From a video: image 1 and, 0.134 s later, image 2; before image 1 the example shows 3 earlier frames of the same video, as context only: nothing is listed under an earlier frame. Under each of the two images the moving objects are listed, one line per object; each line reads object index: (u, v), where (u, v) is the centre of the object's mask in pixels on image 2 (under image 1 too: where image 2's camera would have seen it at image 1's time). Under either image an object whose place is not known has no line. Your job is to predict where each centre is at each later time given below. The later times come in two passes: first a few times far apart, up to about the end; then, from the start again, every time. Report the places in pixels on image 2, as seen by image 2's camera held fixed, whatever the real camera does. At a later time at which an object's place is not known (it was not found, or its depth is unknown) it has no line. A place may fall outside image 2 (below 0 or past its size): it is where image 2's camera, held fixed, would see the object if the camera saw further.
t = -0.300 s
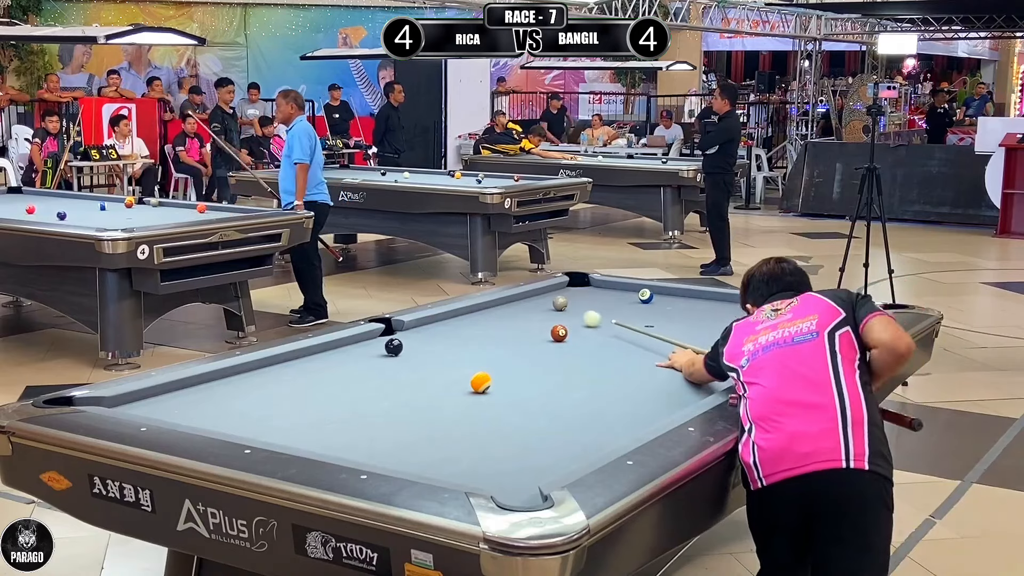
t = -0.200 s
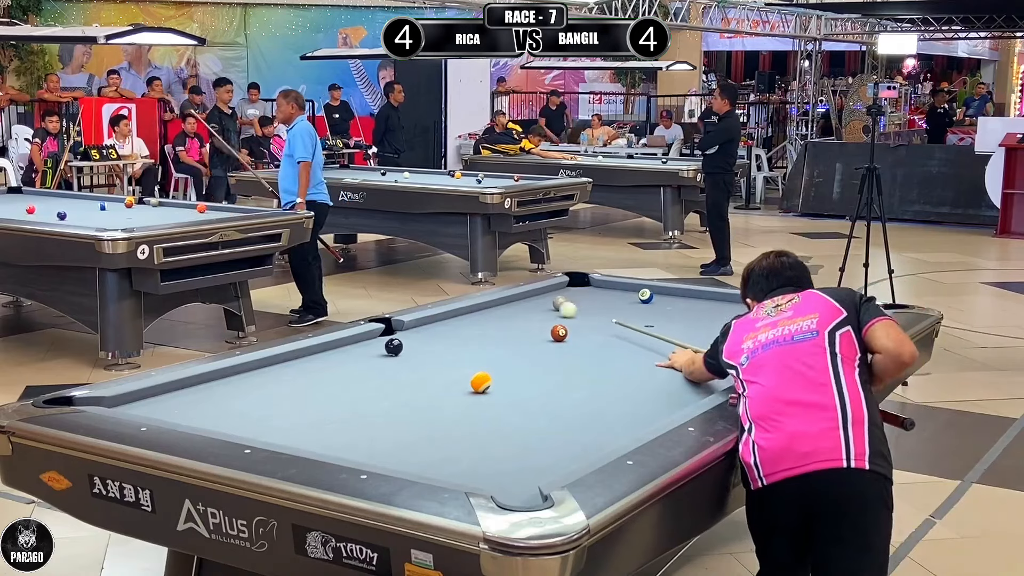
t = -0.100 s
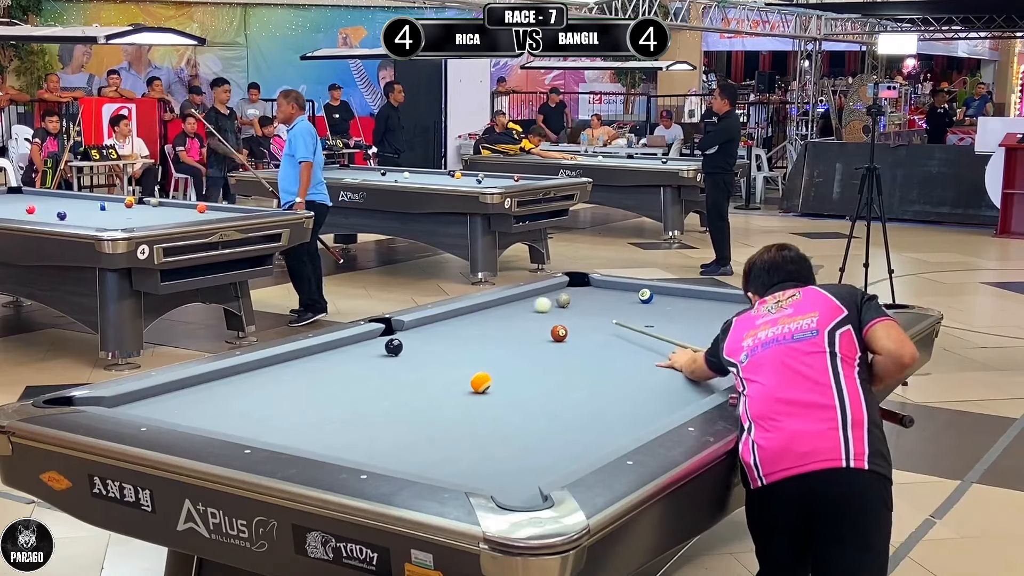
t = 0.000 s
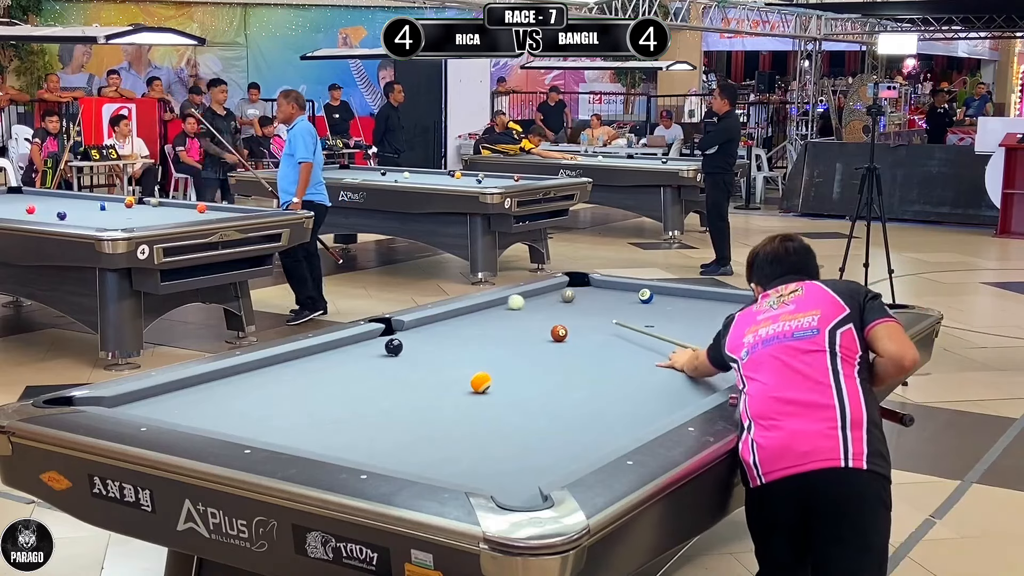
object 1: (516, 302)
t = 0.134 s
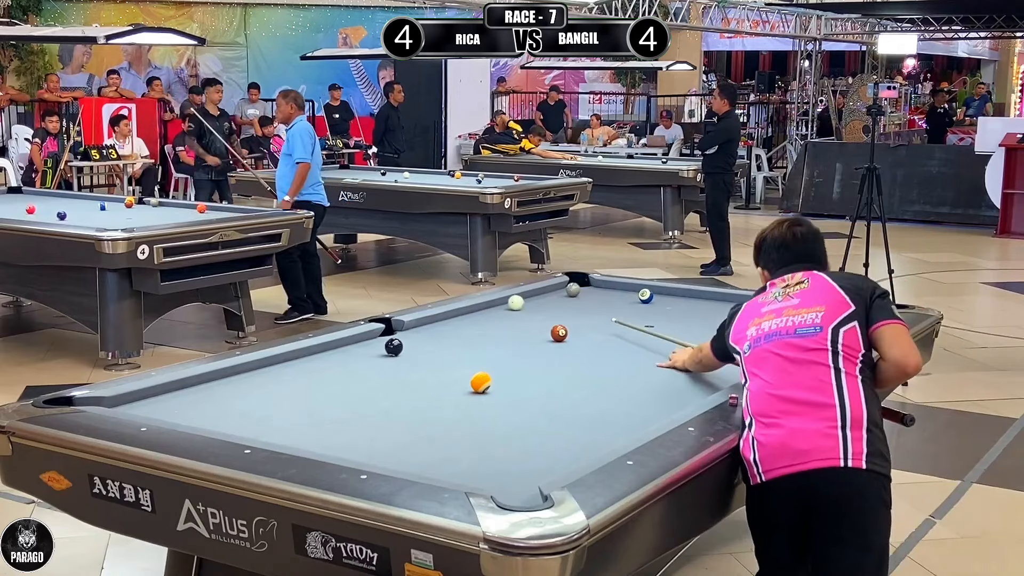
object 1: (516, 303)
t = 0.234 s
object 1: (527, 305)
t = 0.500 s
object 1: (559, 311)
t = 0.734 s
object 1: (587, 316)
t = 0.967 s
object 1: (614, 320)
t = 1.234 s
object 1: (646, 326)
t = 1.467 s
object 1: (674, 331)
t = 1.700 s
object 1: (702, 336)
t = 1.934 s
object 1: (729, 340)
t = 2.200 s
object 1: (761, 346)
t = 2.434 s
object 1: (788, 349)
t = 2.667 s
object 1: (782, 350)
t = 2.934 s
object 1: (767, 350)
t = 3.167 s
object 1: (755, 348)
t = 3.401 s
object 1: (745, 347)
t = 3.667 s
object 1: (735, 347)
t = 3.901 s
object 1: (727, 346)
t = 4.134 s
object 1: (722, 346)
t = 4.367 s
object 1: (718, 345)
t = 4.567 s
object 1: (715, 345)
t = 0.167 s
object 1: (519, 304)
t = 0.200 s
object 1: (523, 304)
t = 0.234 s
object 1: (527, 305)
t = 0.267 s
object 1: (531, 306)
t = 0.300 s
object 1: (536, 306)
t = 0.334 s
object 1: (539, 307)
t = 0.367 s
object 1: (543, 308)
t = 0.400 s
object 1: (547, 308)
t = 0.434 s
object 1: (551, 309)
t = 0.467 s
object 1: (555, 310)
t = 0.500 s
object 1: (559, 311)
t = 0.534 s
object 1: (563, 311)
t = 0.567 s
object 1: (567, 312)
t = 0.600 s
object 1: (571, 313)
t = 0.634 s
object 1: (575, 313)
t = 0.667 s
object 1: (579, 314)
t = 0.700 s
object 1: (583, 315)
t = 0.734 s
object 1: (587, 316)
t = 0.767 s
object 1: (591, 316)
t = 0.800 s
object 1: (594, 317)
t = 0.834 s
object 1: (599, 318)
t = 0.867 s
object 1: (603, 318)
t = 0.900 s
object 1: (607, 319)
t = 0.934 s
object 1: (610, 320)
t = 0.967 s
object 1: (614, 320)
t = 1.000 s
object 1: (618, 321)
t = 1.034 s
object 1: (622, 322)
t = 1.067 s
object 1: (626, 323)
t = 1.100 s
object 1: (630, 323)
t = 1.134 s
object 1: (635, 324)
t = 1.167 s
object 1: (638, 325)
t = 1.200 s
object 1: (642, 325)
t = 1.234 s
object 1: (646, 326)
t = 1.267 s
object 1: (650, 327)
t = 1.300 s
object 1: (654, 327)
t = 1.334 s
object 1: (658, 328)
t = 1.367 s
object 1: (662, 329)
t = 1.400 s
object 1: (666, 329)
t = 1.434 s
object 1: (670, 330)
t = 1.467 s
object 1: (674, 331)
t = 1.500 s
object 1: (678, 332)
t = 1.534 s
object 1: (682, 332)
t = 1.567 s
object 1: (686, 333)
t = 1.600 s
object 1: (690, 333)
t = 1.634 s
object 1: (694, 334)
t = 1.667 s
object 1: (698, 335)
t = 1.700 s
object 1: (702, 336)
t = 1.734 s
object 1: (705, 336)
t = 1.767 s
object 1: (710, 337)
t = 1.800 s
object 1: (714, 338)
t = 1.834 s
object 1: (718, 338)
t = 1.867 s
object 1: (721, 339)
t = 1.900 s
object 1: (725, 340)
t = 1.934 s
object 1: (729, 340)
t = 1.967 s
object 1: (733, 341)
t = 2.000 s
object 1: (737, 342)
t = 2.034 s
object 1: (741, 343)
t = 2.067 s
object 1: (745, 343)
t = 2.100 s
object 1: (749, 344)
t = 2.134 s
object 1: (753, 345)
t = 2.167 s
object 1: (757, 345)
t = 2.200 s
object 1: (761, 346)
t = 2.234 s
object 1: (765, 347)
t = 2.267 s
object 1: (769, 347)
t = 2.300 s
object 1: (773, 348)
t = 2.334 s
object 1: (776, 349)
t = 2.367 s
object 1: (780, 349)
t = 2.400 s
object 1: (784, 349)
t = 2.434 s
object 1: (788, 349)
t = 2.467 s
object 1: (791, 348)
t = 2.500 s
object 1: (793, 349)
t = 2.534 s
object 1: (792, 349)
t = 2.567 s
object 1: (789, 349)
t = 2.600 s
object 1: (787, 349)
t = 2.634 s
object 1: (785, 350)
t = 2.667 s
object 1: (782, 350)
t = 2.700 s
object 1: (781, 350)
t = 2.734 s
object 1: (779, 350)
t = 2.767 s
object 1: (777, 350)
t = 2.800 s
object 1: (775, 350)
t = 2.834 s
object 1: (773, 350)
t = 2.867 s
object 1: (771, 350)
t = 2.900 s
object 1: (769, 350)
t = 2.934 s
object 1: (767, 350)
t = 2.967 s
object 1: (765, 349)
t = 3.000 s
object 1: (764, 349)
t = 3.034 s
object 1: (762, 349)
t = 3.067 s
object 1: (761, 349)
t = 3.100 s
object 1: (758, 349)
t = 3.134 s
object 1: (757, 349)
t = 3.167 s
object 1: (755, 348)
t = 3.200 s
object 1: (754, 348)
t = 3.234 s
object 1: (752, 348)
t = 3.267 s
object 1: (751, 348)
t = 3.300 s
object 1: (750, 348)
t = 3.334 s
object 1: (748, 348)
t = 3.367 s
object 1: (746, 348)
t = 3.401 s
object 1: (745, 347)
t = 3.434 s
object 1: (743, 348)
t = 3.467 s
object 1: (742, 348)
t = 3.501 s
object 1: (741, 347)
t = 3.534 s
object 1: (739, 347)
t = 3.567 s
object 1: (738, 347)
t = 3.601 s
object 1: (737, 347)
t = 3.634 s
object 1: (736, 347)
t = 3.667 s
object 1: (735, 347)
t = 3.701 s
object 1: (734, 347)
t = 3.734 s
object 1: (733, 347)
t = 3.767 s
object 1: (732, 346)
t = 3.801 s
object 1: (731, 346)
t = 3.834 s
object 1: (730, 346)
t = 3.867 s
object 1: (728, 346)
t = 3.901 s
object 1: (727, 346)
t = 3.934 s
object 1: (726, 346)
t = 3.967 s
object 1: (725, 346)
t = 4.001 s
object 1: (725, 346)
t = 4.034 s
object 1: (724, 346)
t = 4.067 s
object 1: (723, 346)
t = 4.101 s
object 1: (722, 346)
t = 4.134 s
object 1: (722, 346)
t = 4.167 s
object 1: (721, 346)
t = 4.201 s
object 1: (720, 345)
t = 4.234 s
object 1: (720, 345)
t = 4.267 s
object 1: (719, 345)
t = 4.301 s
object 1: (719, 345)
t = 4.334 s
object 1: (718, 345)
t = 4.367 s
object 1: (718, 345)
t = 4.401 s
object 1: (717, 345)
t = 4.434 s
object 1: (716, 345)
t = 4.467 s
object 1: (716, 345)
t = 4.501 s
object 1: (715, 345)
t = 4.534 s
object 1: (715, 345)
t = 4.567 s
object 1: (715, 345)
